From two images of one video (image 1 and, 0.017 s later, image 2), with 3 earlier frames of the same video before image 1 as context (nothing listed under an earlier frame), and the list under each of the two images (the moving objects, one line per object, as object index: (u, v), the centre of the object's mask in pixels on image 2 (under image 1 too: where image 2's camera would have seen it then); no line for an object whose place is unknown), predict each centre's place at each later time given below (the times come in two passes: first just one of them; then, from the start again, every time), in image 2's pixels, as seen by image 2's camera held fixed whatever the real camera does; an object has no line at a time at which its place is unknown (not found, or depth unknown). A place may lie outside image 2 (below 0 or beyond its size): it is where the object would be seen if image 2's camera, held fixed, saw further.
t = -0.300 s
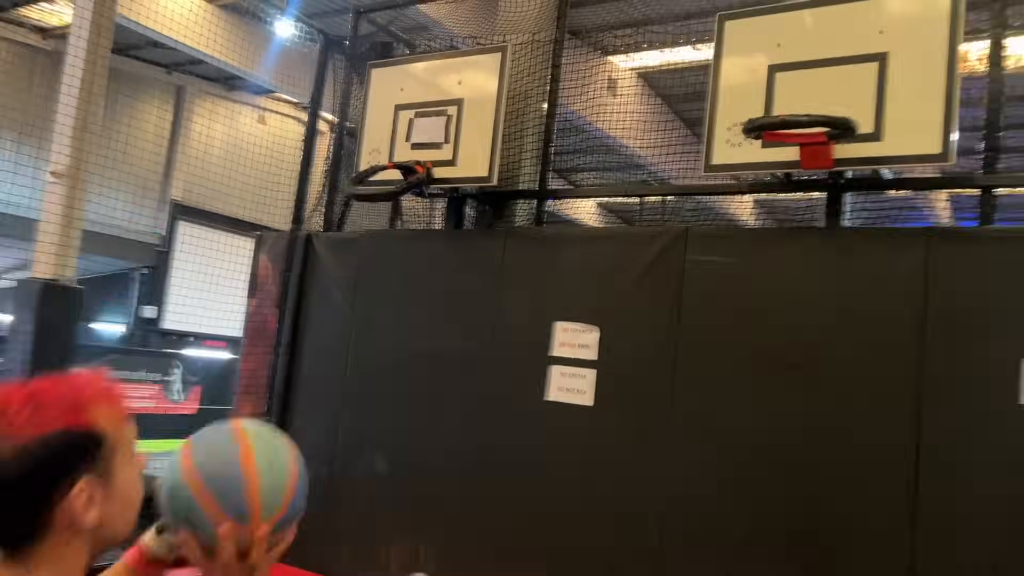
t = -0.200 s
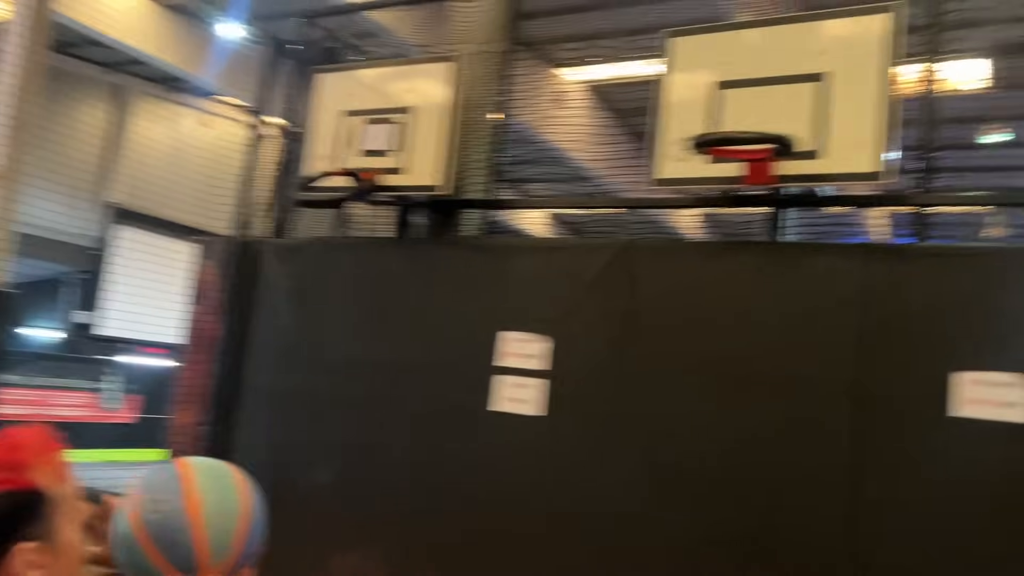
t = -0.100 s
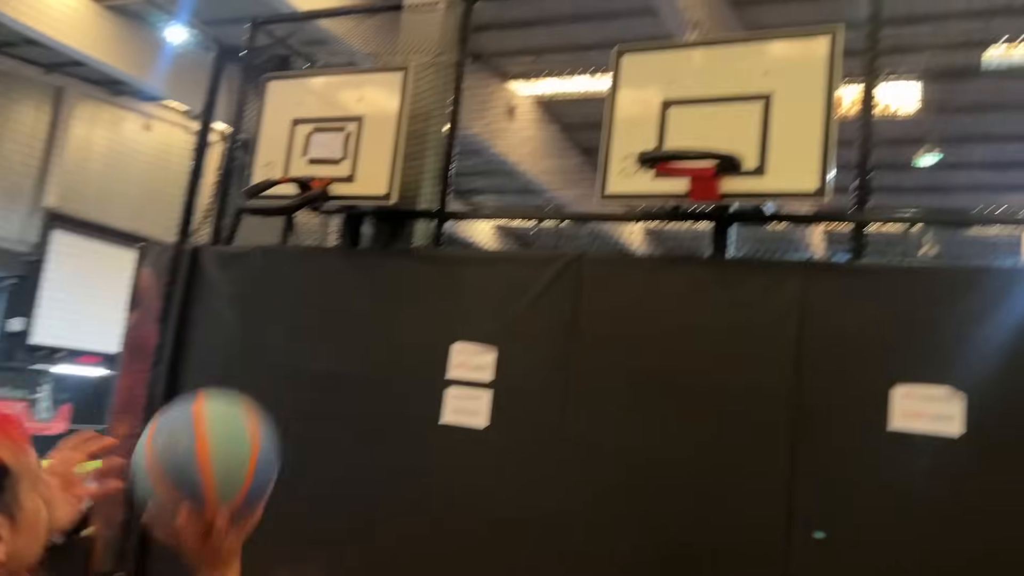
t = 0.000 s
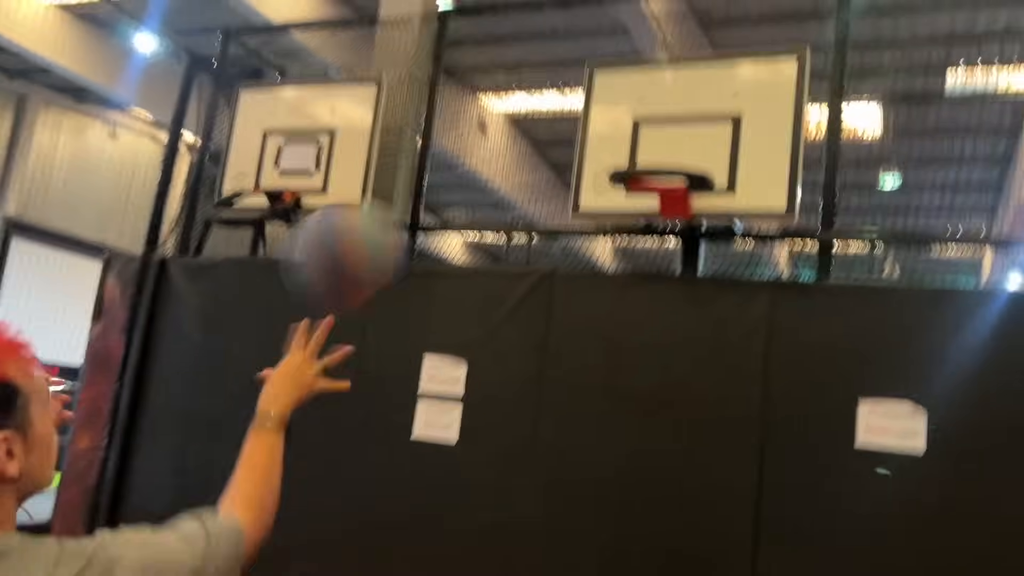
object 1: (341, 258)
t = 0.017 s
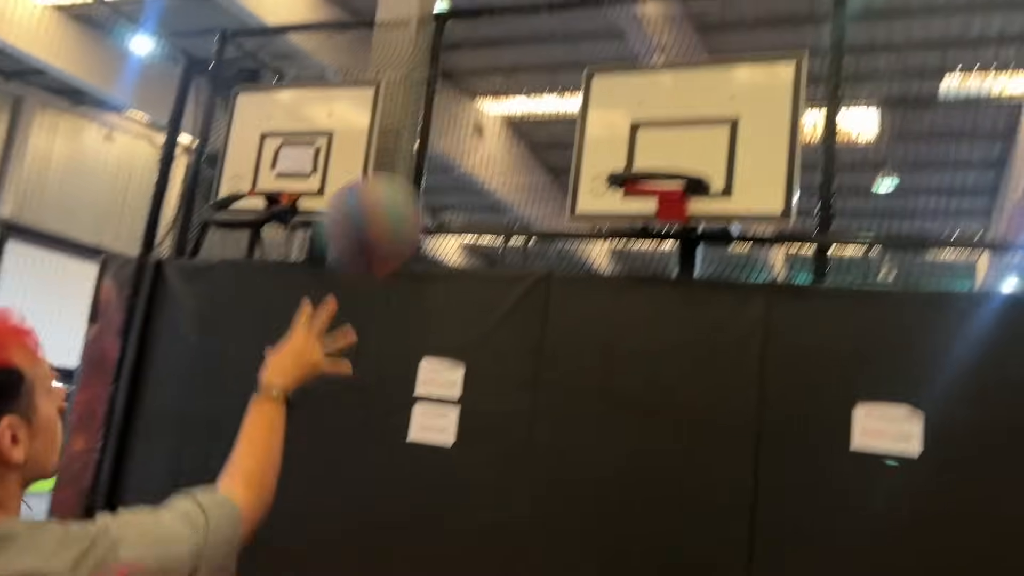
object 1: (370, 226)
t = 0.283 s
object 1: (595, 67)
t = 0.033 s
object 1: (398, 199)
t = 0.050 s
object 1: (418, 178)
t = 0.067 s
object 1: (436, 159)
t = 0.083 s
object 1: (454, 142)
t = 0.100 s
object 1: (471, 127)
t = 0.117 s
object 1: (488, 115)
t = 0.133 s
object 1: (503, 104)
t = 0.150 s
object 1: (516, 95)
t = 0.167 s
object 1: (528, 88)
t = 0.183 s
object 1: (540, 82)
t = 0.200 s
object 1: (551, 77)
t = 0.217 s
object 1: (561, 73)
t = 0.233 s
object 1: (570, 71)
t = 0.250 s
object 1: (579, 69)
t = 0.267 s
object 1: (587, 68)
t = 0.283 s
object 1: (595, 67)
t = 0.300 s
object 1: (602, 66)
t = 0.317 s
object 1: (609, 68)
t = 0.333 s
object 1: (615, 70)
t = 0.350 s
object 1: (621, 72)
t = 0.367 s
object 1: (628, 75)
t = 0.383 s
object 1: (633, 78)
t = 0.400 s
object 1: (638, 83)
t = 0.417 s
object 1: (643, 87)
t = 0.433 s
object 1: (647, 92)
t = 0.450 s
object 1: (652, 98)
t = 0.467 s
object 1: (656, 103)
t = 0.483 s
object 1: (659, 109)
